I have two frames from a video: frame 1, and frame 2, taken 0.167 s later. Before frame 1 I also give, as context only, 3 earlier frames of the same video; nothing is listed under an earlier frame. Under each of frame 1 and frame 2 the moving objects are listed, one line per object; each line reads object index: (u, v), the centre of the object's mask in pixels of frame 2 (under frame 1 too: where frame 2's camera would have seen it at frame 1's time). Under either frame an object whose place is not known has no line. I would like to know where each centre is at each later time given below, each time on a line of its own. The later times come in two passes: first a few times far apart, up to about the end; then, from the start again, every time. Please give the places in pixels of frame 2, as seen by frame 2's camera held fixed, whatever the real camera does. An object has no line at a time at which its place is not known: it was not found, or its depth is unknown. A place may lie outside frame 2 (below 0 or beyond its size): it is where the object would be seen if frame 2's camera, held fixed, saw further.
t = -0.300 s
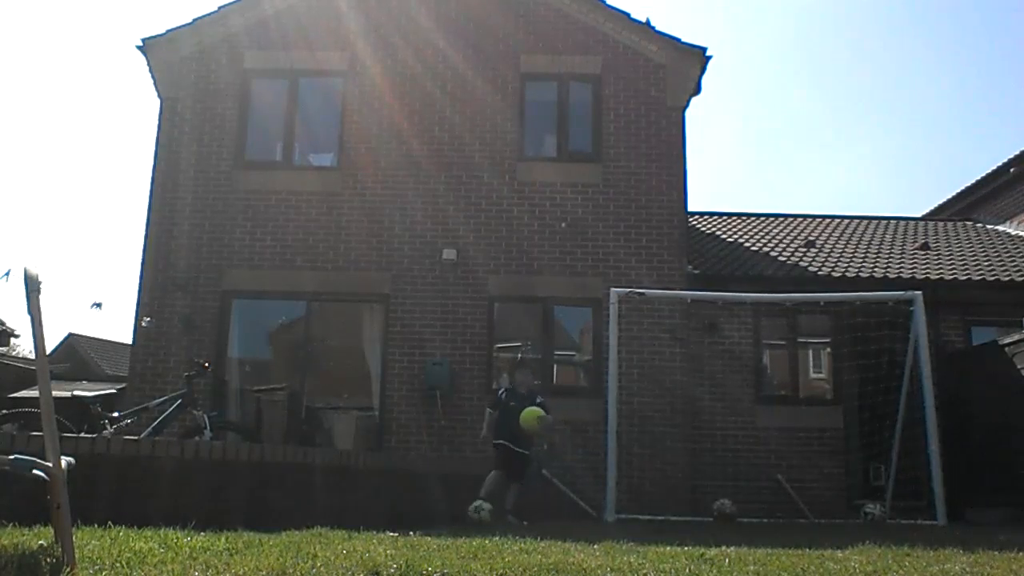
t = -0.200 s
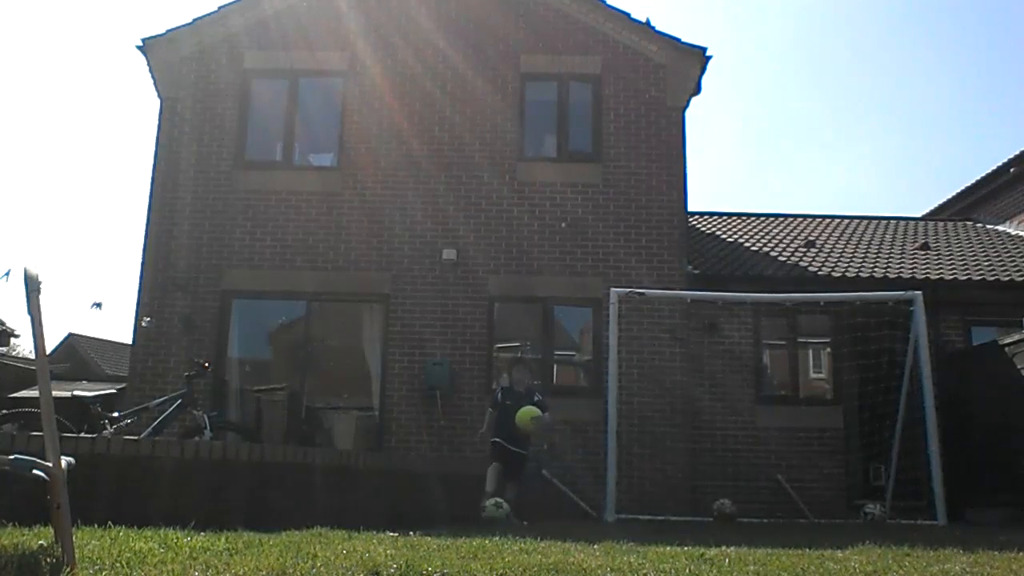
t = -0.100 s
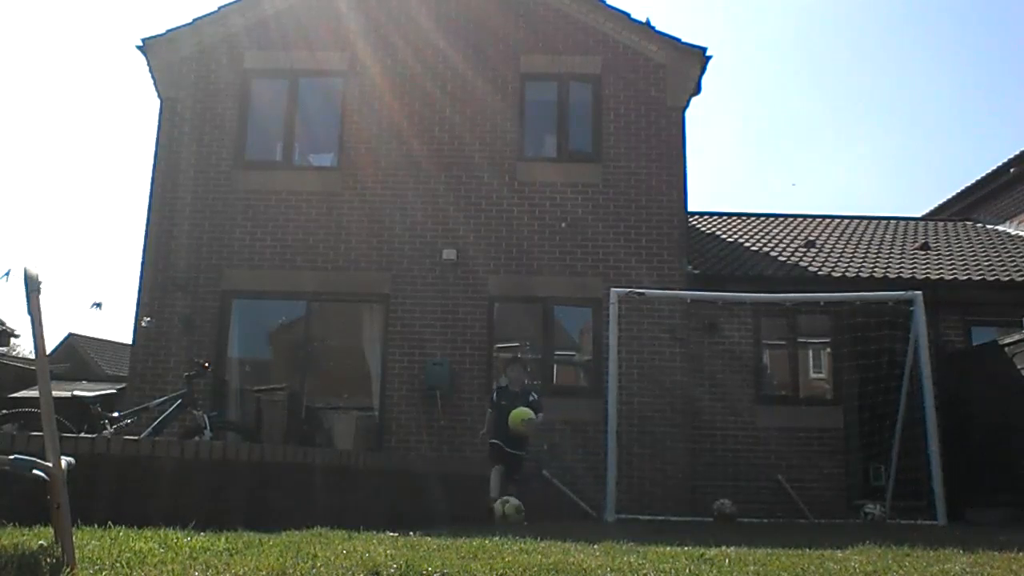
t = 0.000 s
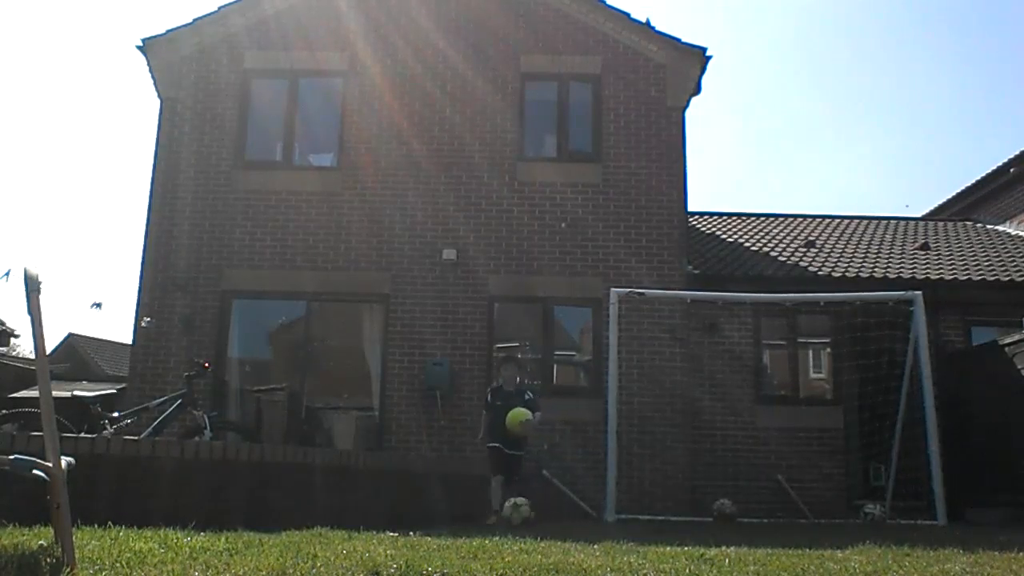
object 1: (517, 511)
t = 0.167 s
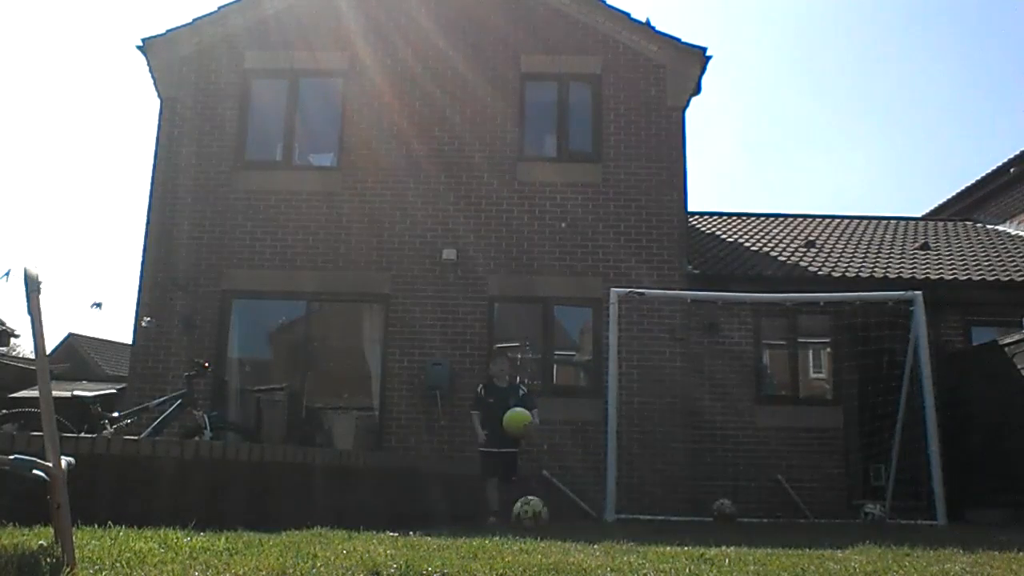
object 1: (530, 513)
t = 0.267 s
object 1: (537, 512)
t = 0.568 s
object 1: (562, 516)
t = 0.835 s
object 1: (585, 518)
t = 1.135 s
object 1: (610, 524)
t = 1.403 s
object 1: (626, 532)
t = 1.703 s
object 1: (639, 538)
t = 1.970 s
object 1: (644, 544)
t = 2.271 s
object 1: (648, 550)
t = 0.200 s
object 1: (530, 512)
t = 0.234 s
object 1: (534, 511)
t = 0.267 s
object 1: (537, 512)
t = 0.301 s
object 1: (539, 514)
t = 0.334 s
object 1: (542, 514)
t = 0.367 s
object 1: (545, 514)
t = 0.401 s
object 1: (549, 515)
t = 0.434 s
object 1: (551, 515)
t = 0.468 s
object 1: (554, 513)
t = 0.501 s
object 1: (557, 513)
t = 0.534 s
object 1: (559, 513)
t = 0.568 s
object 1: (562, 516)
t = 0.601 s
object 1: (565, 516)
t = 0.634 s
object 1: (568, 515)
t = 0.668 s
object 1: (571, 516)
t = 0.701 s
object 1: (574, 517)
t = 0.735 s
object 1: (578, 518)
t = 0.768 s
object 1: (579, 518)
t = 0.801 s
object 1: (582, 519)
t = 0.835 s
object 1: (585, 518)
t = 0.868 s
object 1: (587, 519)
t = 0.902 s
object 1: (592, 521)
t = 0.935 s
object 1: (595, 522)
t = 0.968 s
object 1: (598, 522)
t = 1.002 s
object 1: (601, 524)
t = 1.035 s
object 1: (603, 526)
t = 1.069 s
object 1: (606, 526)
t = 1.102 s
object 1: (608, 524)
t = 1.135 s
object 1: (610, 524)
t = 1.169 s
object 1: (612, 525)
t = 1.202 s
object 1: (614, 527)
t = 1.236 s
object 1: (617, 528)
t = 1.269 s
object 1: (618, 529)
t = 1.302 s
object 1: (621, 528)
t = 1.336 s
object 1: (623, 530)
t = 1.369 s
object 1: (624, 532)
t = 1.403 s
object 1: (626, 532)
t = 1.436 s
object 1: (628, 533)
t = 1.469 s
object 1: (630, 532)
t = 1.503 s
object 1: (631, 533)
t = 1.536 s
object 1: (633, 533)
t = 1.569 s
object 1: (634, 536)
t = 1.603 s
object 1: (635, 537)
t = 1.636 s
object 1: (636, 535)
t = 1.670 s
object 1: (638, 535)
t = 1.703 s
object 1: (639, 538)
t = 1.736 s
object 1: (640, 542)
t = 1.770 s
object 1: (641, 541)
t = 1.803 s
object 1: (641, 540)
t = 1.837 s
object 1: (642, 542)
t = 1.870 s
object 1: (642, 542)
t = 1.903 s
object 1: (642, 541)
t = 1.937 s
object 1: (643, 542)
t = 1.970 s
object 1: (644, 544)
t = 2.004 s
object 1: (644, 543)
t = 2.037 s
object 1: (644, 543)
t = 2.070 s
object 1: (644, 545)
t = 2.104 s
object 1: (645, 546)
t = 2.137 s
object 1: (645, 547)
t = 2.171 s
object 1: (646, 548)
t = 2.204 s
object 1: (646, 549)
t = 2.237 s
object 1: (647, 550)
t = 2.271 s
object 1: (648, 550)
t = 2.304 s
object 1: (649, 553)
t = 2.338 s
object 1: (649, 554)
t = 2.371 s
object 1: (649, 554)
